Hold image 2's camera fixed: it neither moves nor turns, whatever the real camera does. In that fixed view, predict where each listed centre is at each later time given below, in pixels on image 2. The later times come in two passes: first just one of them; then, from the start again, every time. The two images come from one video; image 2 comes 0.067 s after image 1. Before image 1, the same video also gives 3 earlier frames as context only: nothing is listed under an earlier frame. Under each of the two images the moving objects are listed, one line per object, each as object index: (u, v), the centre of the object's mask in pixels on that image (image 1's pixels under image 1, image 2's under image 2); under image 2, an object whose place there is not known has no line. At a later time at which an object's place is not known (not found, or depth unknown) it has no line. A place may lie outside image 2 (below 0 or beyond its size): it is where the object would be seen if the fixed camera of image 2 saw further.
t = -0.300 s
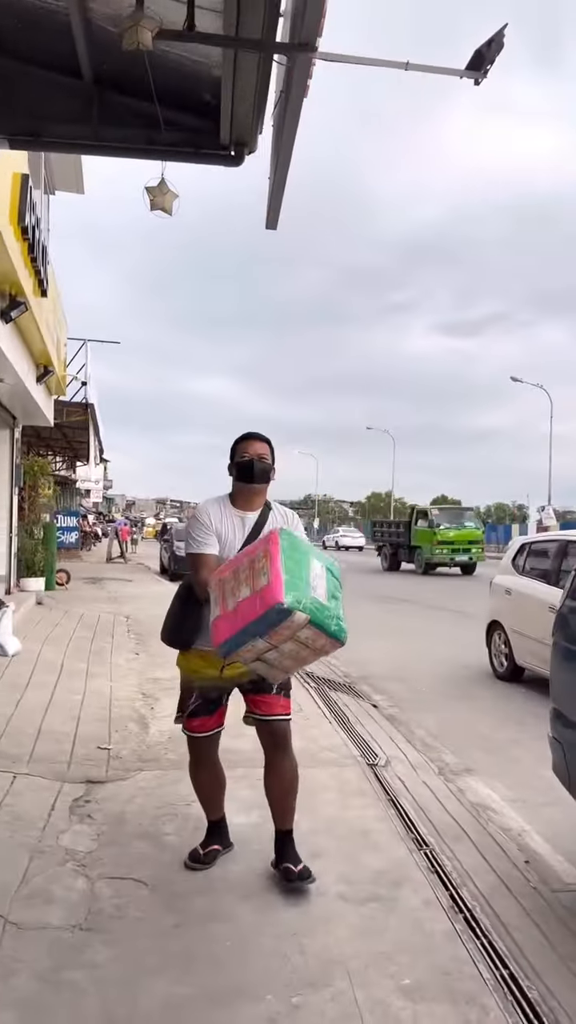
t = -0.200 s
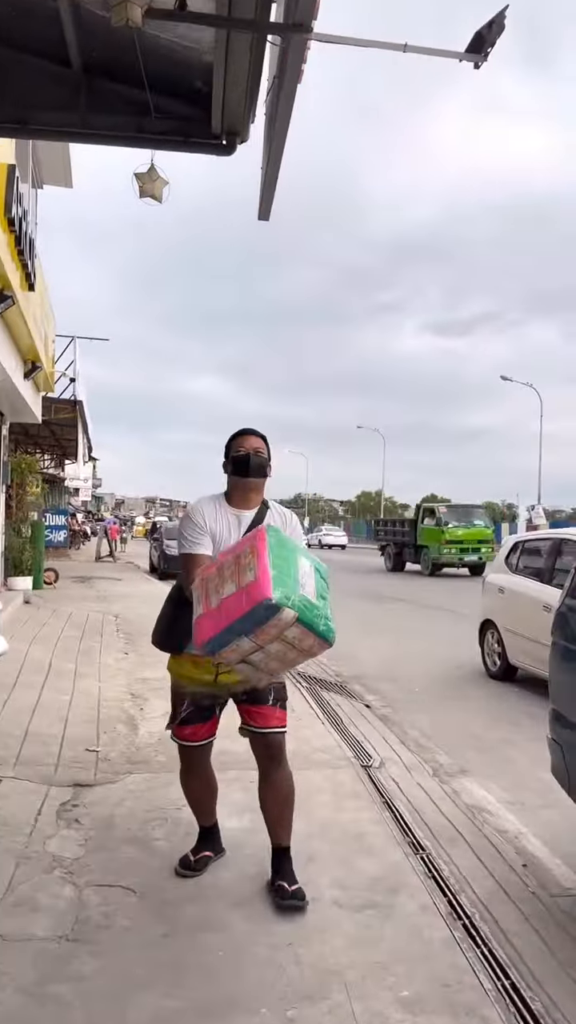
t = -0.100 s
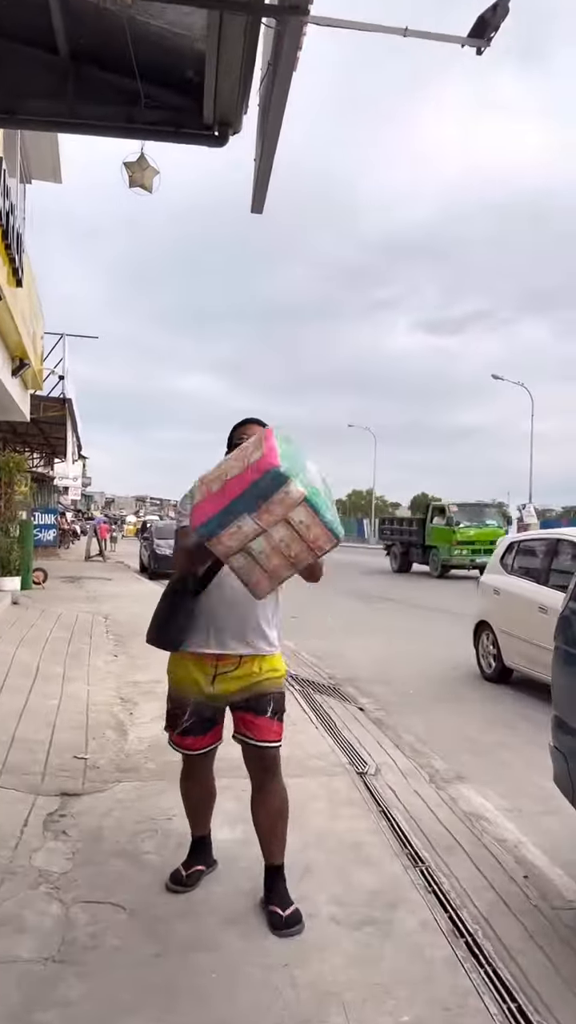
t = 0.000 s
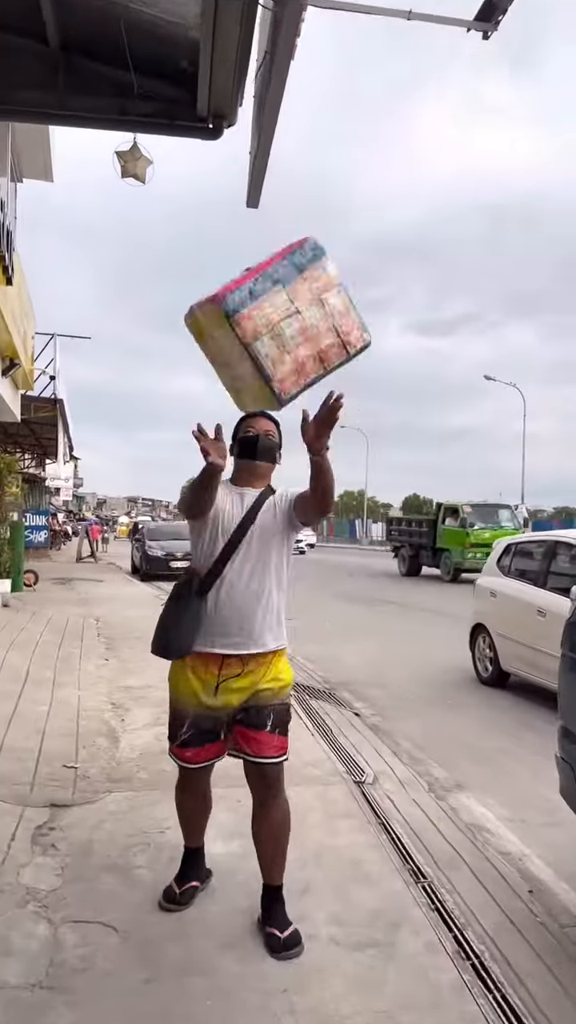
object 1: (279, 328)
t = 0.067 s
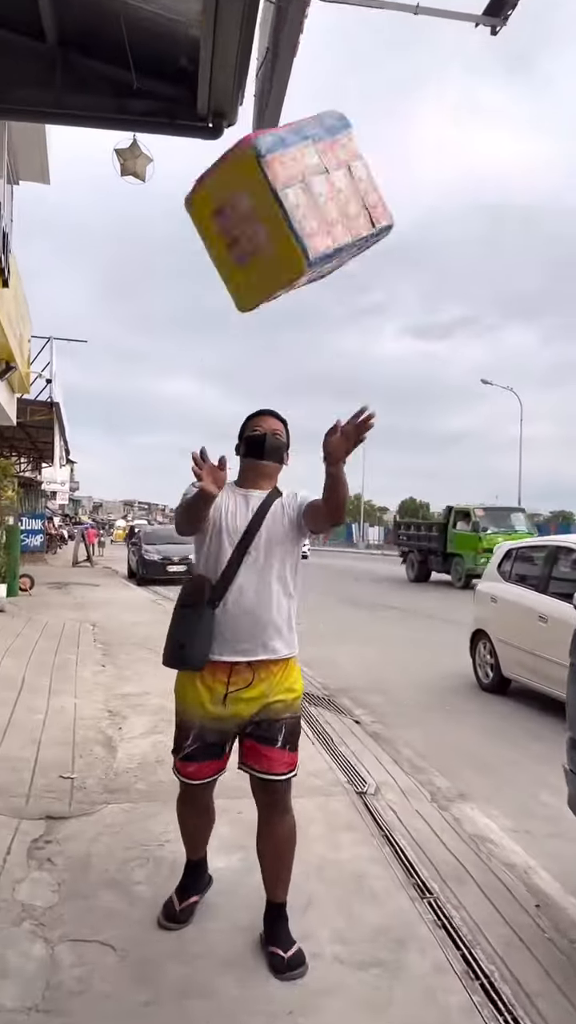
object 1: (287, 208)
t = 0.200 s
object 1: (309, 41)
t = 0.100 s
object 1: (291, 154)
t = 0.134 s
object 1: (293, 103)
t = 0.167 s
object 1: (298, 69)
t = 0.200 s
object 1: (309, 41)
